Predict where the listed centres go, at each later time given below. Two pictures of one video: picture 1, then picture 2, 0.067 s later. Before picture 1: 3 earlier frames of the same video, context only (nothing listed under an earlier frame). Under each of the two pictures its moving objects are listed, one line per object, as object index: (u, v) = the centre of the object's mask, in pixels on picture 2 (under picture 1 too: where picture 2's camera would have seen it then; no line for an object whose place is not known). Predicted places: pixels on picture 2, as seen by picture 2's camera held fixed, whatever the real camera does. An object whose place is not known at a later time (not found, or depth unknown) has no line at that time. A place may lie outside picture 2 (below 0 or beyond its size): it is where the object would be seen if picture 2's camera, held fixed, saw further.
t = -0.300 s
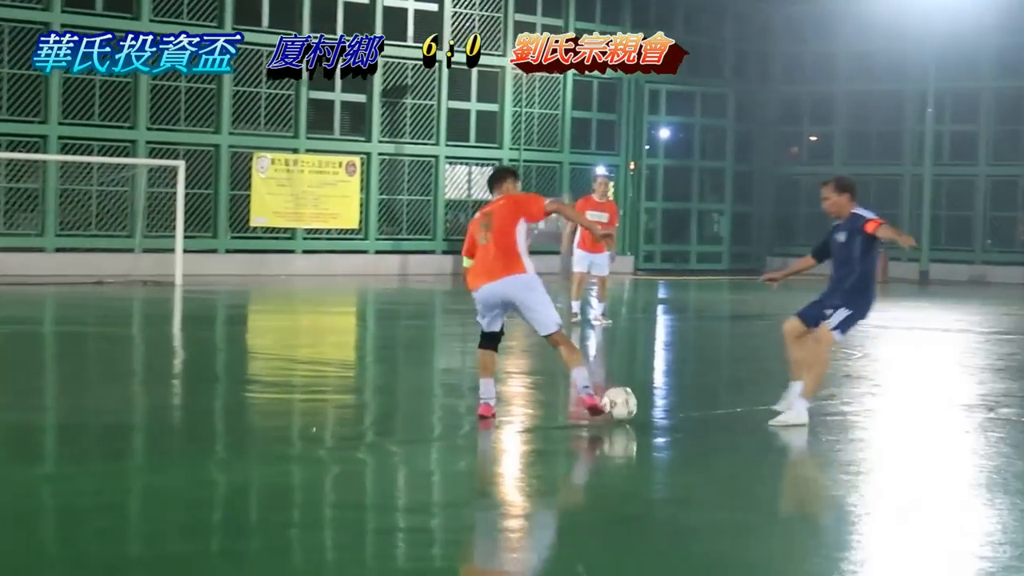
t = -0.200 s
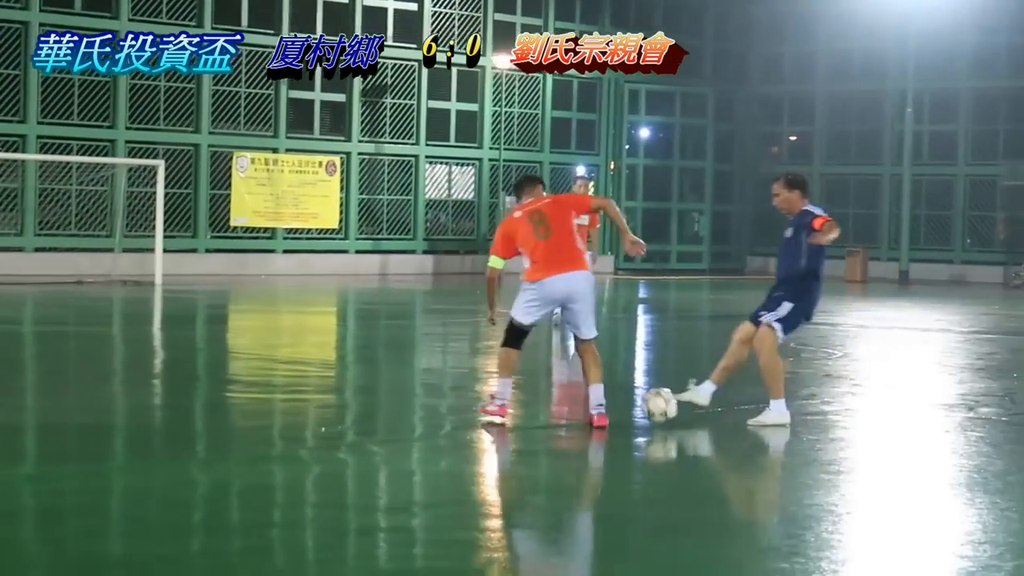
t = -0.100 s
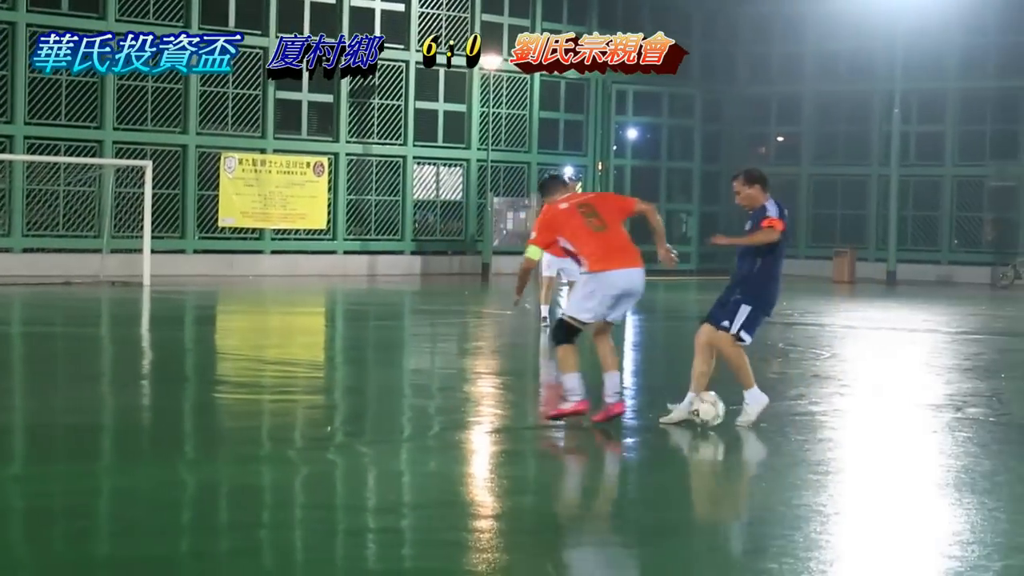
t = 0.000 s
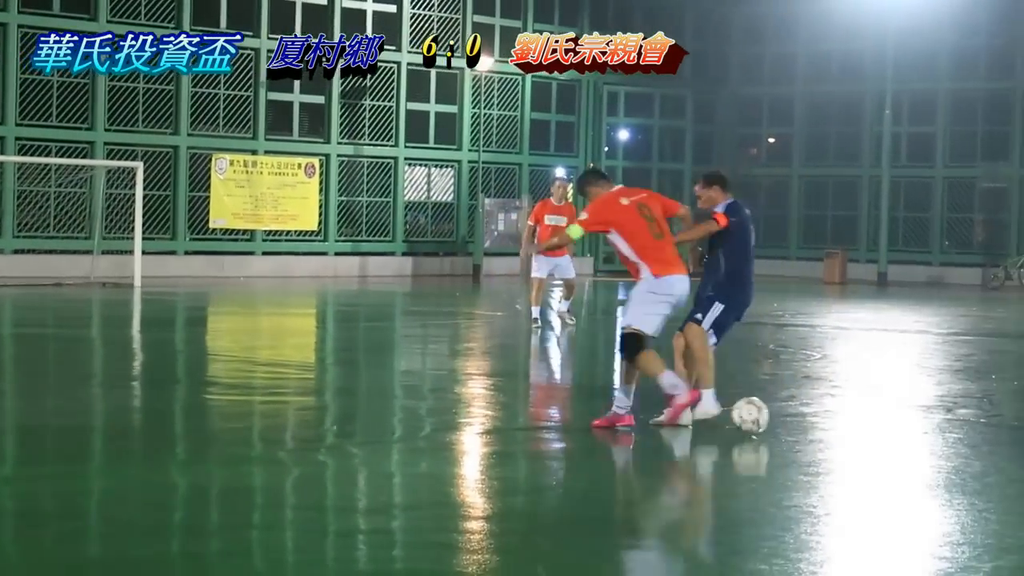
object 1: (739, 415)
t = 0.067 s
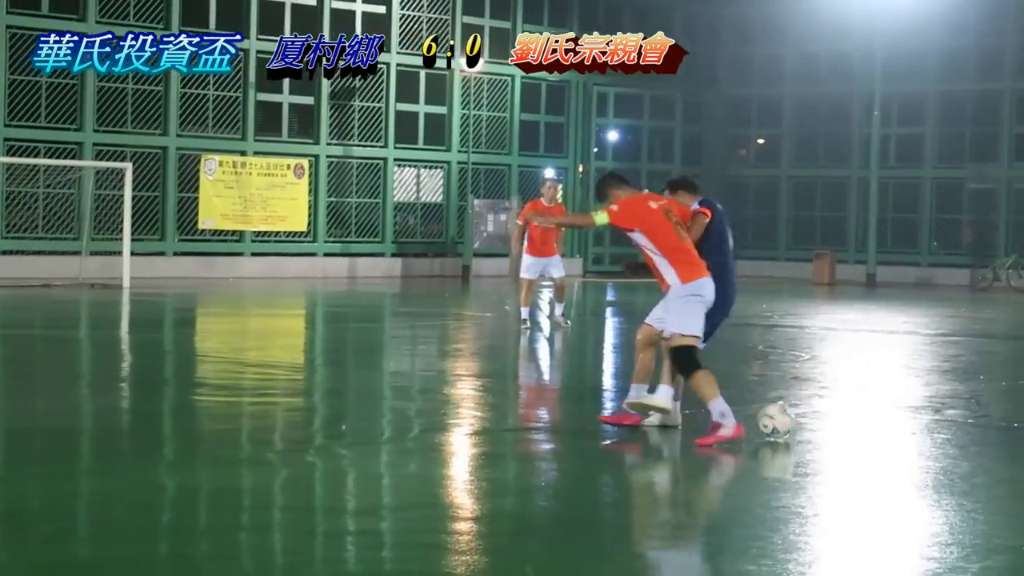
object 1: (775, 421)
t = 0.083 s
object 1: (785, 419)
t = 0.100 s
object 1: (794, 420)
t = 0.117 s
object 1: (804, 420)
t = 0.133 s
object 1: (814, 422)
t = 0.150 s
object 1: (822, 423)
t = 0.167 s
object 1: (831, 425)
